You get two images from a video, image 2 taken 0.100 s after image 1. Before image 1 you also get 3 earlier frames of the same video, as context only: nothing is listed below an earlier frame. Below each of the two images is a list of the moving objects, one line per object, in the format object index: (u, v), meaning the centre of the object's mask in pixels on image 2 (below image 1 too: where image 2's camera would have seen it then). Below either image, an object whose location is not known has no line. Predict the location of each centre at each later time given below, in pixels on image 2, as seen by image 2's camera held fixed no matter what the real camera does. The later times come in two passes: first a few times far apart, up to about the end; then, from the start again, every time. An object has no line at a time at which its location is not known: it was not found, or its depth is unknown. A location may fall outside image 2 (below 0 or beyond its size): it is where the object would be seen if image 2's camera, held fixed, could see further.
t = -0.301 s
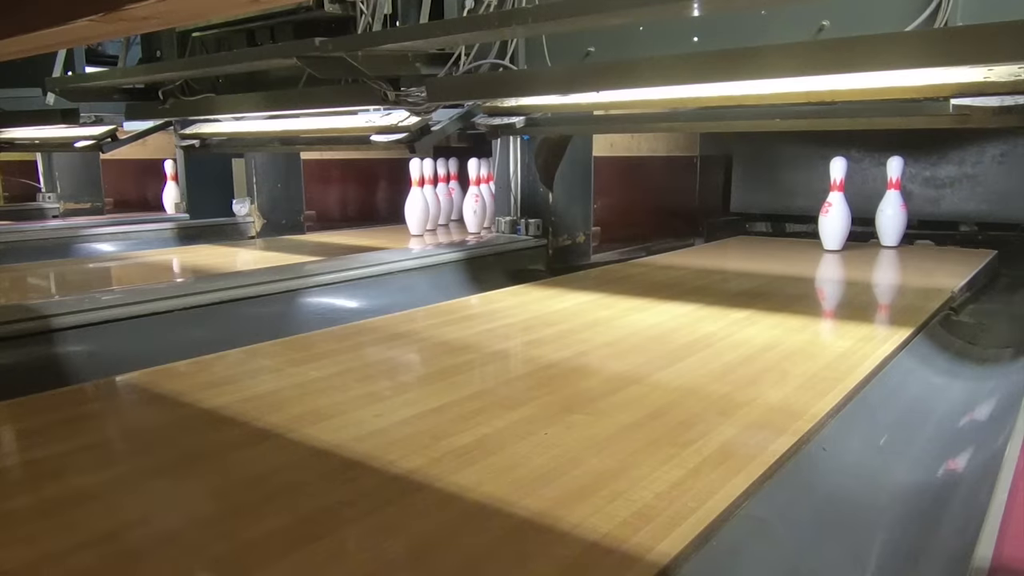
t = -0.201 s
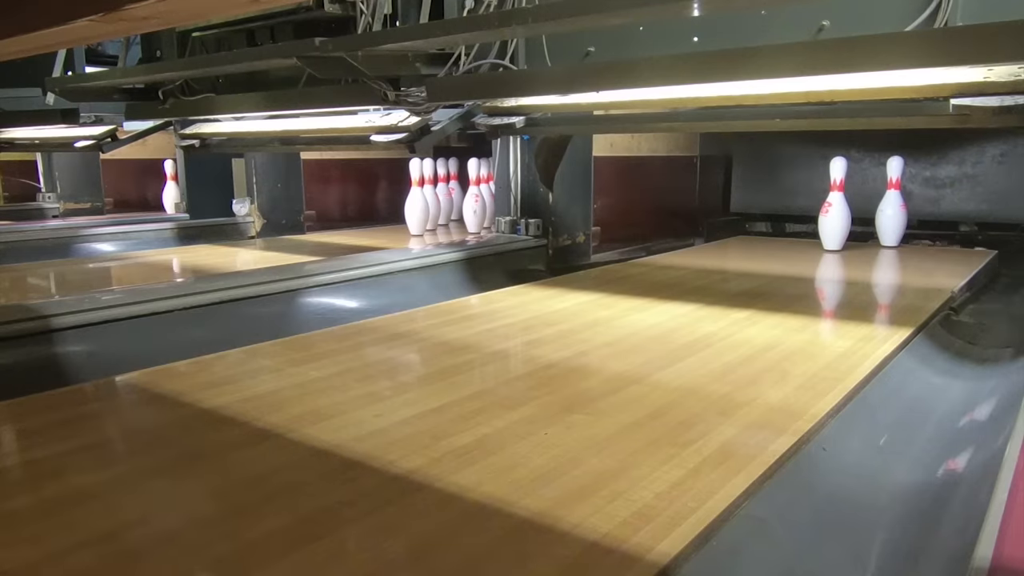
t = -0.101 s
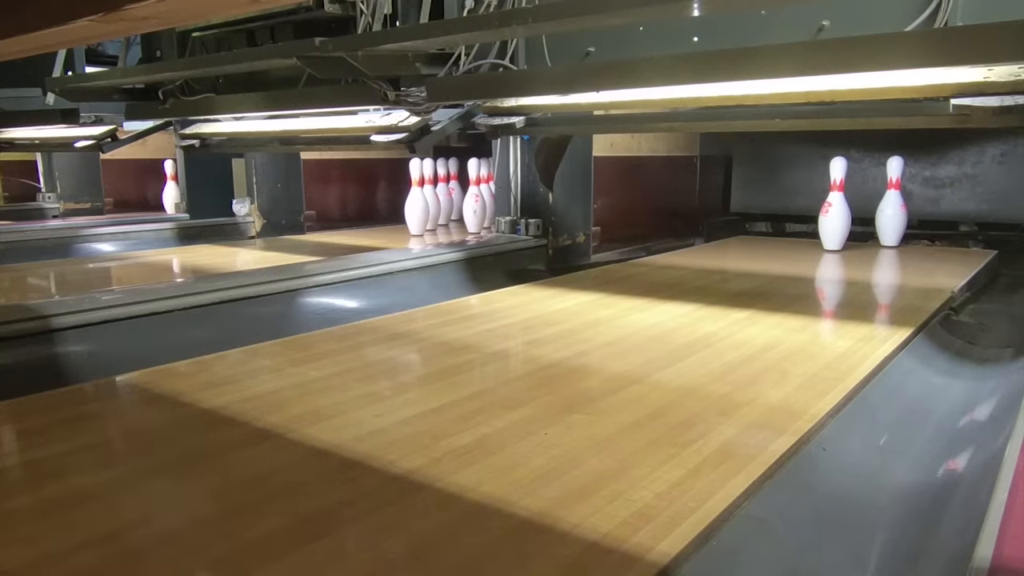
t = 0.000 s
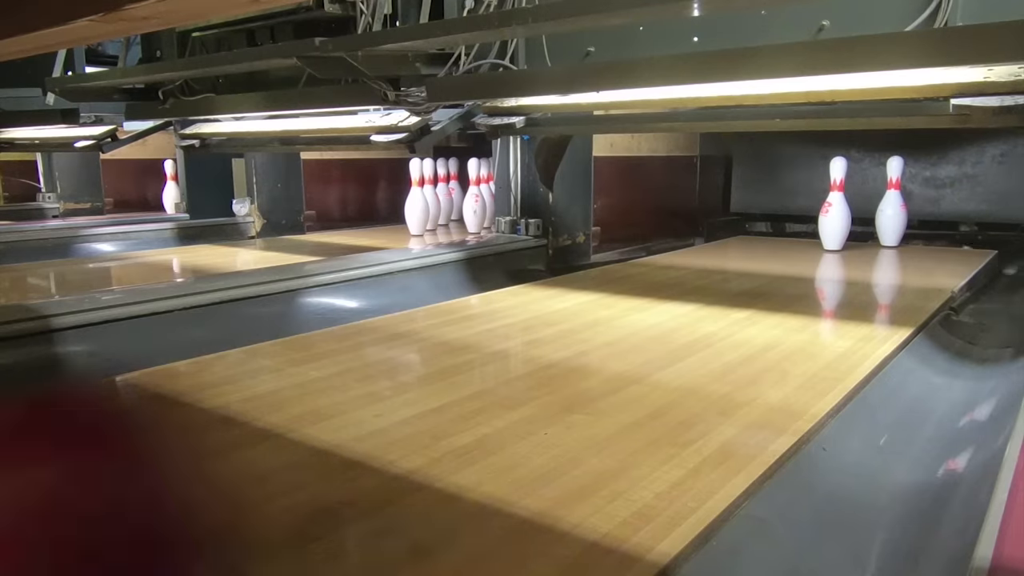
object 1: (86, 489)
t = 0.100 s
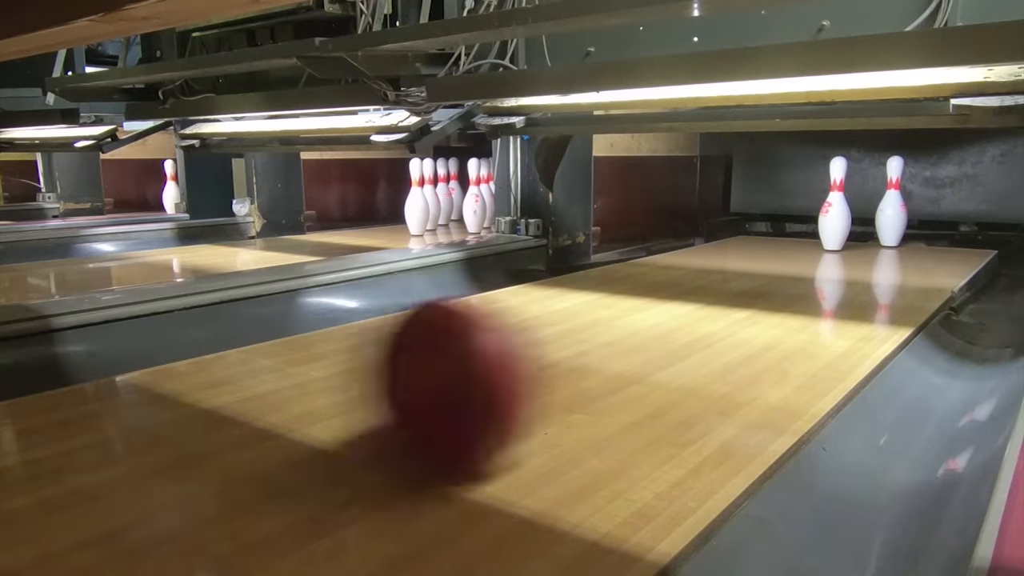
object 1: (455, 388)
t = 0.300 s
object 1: (728, 286)
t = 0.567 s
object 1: (861, 241)
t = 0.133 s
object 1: (522, 365)
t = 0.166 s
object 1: (578, 343)
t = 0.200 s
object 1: (626, 324)
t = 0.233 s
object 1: (666, 309)
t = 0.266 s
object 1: (699, 297)
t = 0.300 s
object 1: (728, 286)
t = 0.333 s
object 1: (752, 277)
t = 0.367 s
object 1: (771, 271)
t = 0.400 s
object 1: (787, 266)
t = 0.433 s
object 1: (807, 260)
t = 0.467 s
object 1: (824, 253)
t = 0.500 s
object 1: (838, 248)
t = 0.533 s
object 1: (850, 244)
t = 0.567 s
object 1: (861, 241)
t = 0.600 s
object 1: (872, 237)
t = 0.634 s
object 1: (880, 234)
